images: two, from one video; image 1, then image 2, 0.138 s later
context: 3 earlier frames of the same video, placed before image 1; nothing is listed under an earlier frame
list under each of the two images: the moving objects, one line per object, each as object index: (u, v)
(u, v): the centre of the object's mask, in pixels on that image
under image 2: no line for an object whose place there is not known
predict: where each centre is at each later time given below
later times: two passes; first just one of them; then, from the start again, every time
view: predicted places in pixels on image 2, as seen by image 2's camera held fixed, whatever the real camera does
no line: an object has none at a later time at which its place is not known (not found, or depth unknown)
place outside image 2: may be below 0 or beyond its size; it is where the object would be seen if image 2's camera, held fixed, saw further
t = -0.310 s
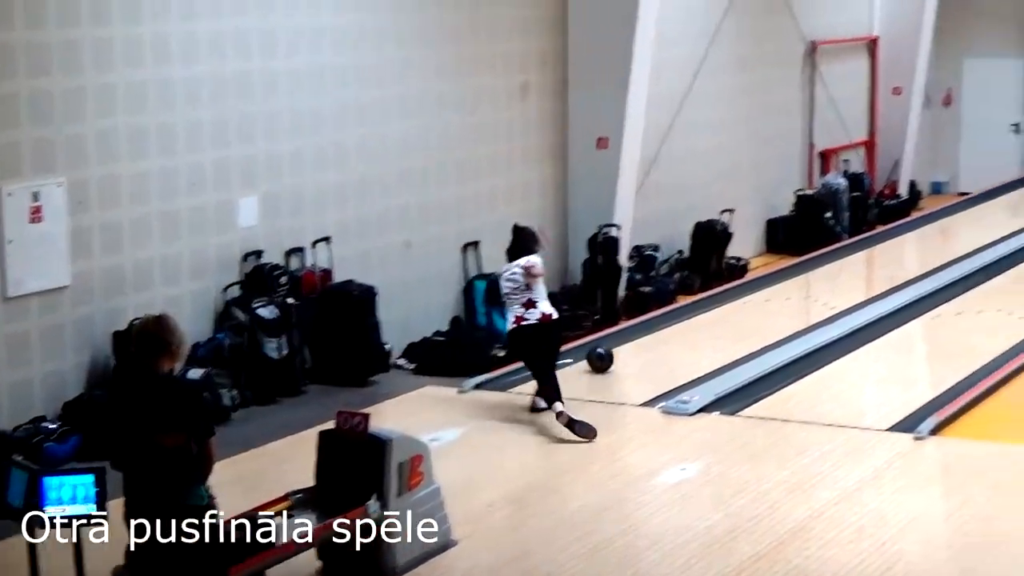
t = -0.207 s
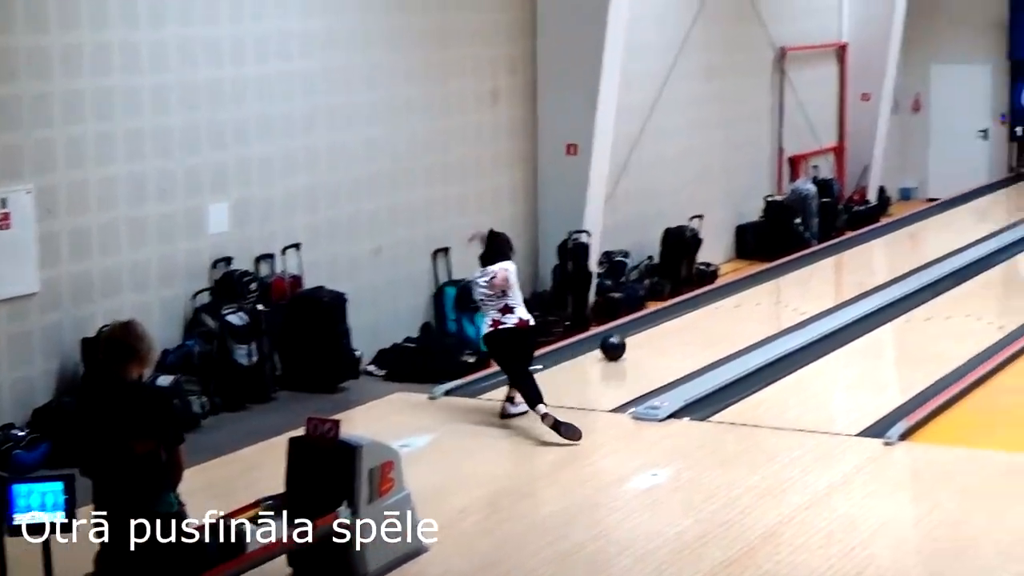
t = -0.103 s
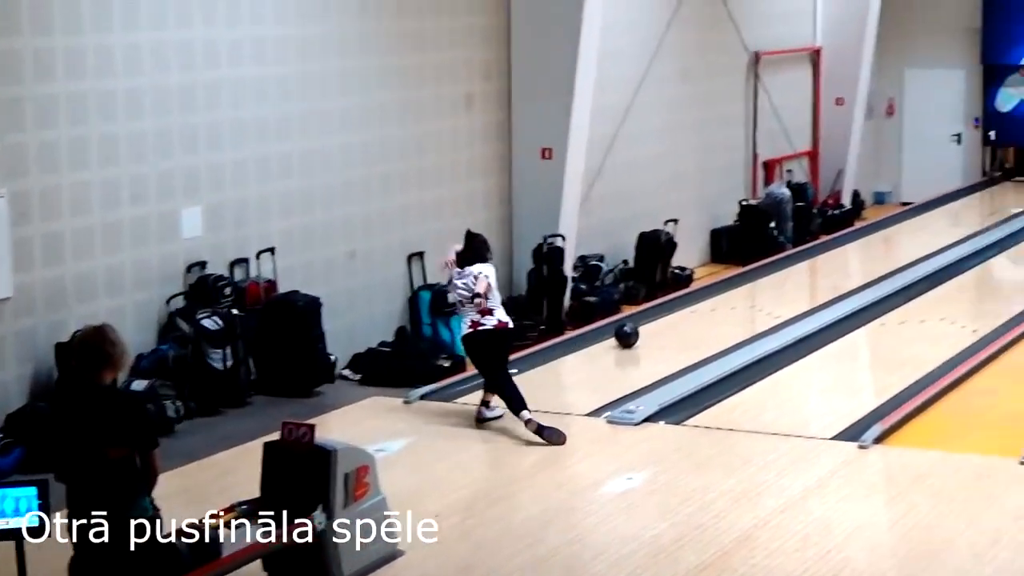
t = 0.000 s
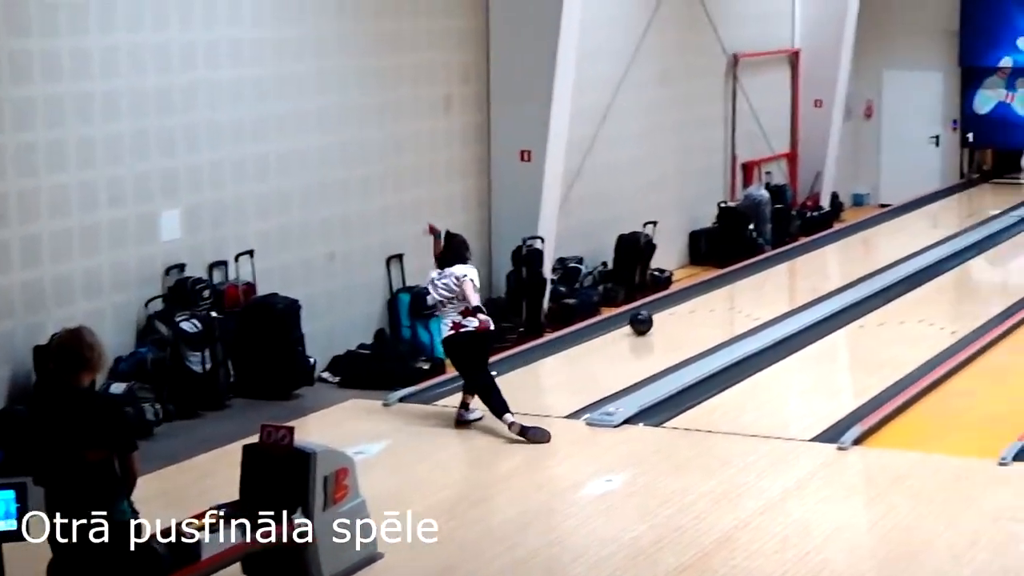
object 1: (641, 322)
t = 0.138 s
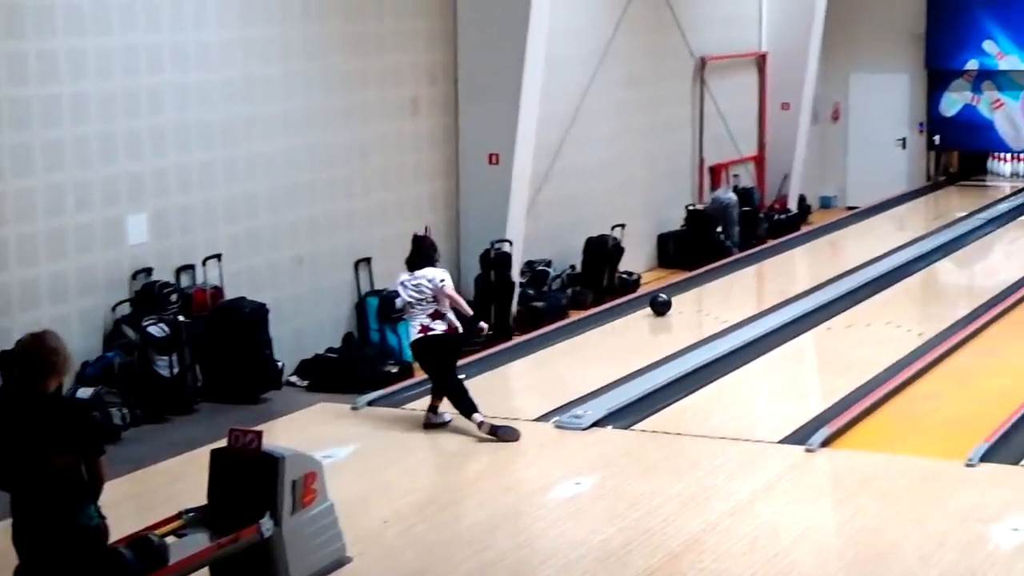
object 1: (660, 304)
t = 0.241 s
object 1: (687, 292)
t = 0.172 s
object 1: (671, 299)
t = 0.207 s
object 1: (676, 297)
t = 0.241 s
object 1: (687, 292)
